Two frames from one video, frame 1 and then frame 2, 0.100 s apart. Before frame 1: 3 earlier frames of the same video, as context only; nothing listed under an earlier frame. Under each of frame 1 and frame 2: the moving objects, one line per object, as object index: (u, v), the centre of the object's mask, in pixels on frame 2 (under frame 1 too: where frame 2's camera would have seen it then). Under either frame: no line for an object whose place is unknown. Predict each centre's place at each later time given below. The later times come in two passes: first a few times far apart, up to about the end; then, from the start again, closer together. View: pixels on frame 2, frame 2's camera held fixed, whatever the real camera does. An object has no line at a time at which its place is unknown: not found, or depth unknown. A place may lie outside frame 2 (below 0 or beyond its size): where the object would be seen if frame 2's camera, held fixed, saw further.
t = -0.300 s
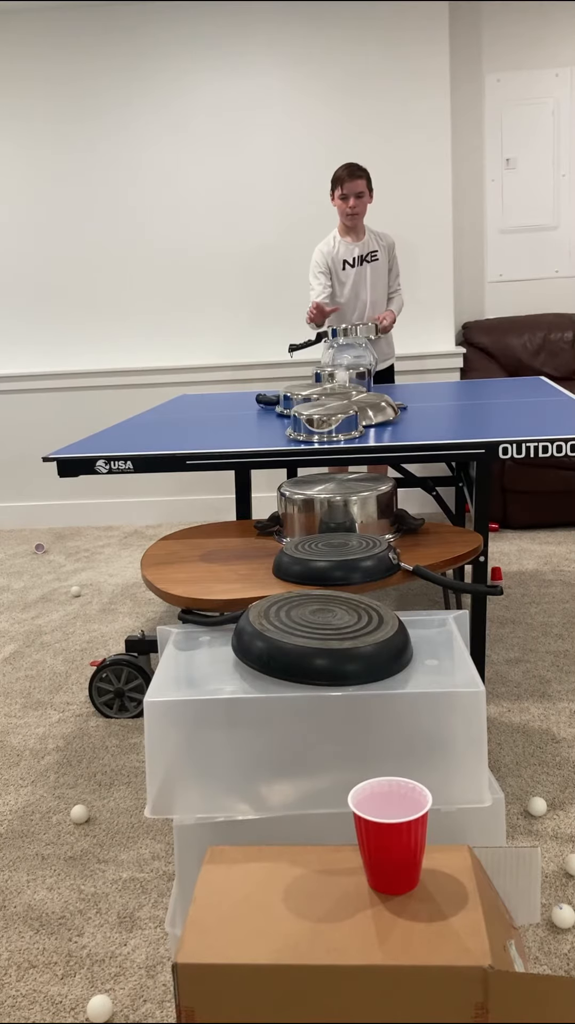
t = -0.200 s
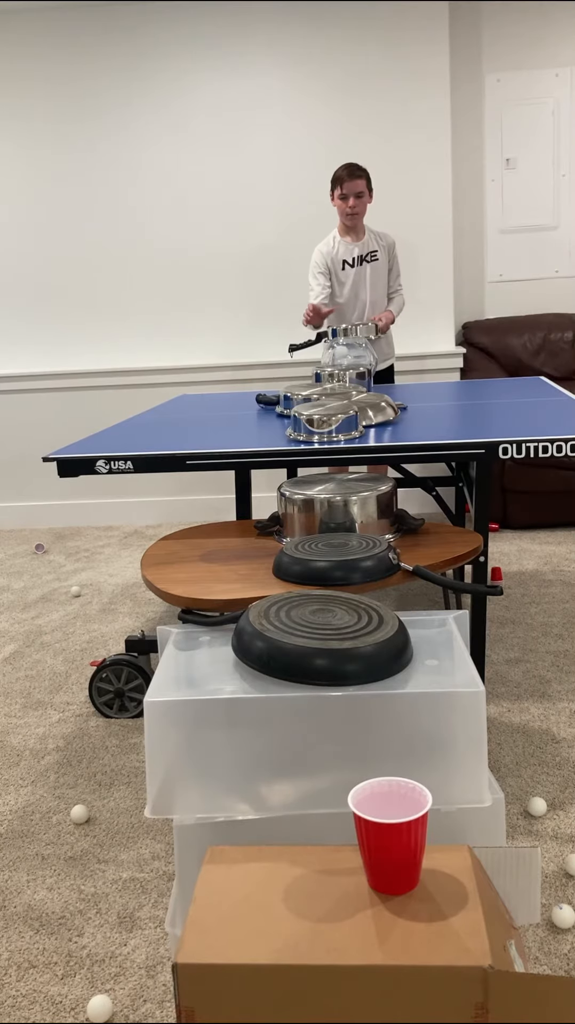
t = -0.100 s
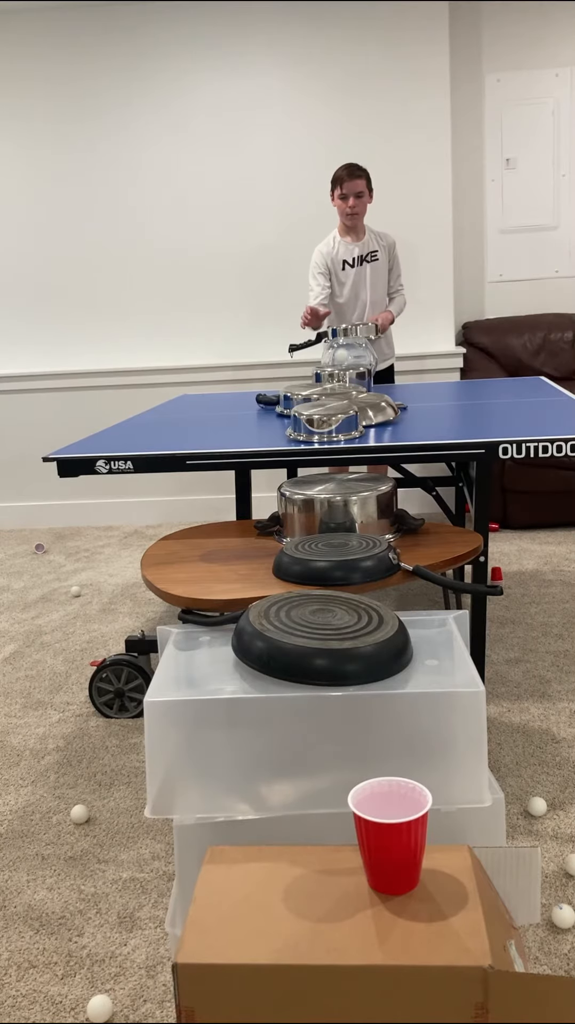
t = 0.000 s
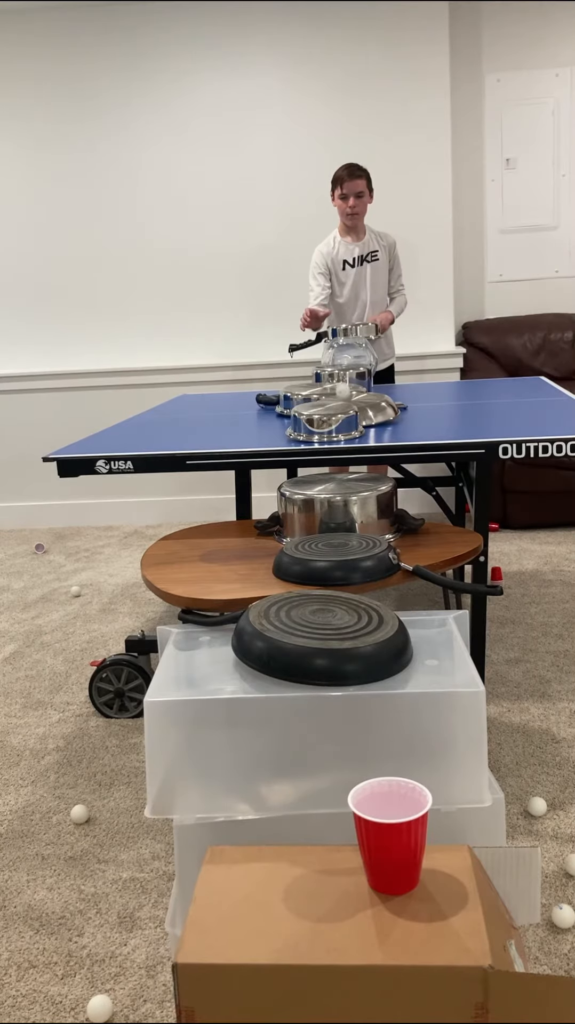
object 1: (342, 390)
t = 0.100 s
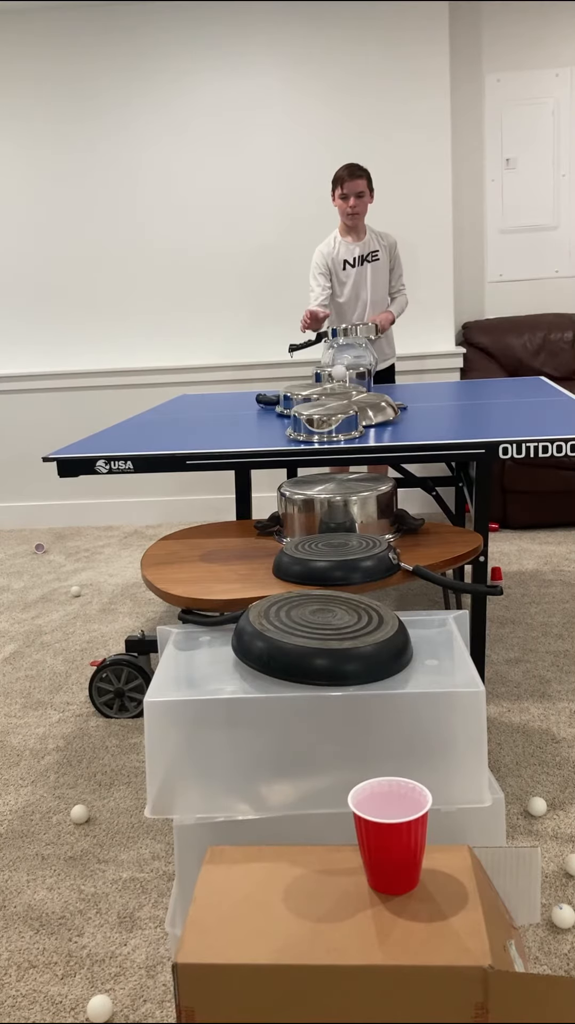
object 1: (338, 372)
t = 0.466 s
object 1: (330, 463)
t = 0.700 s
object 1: (320, 446)
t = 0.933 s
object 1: (308, 484)
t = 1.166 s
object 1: (294, 596)
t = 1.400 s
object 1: (332, 593)
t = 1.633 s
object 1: (384, 811)
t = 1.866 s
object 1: (403, 806)
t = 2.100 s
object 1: (409, 801)
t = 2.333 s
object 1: (409, 797)
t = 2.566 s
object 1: (410, 797)
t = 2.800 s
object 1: (409, 798)
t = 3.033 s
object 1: (409, 798)
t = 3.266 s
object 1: (409, 797)
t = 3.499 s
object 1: (409, 797)
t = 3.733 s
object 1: (409, 797)
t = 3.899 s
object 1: (409, 797)
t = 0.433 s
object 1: (331, 452)
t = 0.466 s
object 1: (330, 463)
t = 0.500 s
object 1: (328, 447)
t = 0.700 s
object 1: (320, 446)
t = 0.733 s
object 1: (320, 464)
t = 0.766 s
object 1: (319, 488)
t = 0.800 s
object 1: (319, 520)
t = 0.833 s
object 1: (318, 529)
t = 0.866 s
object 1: (314, 510)
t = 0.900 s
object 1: (311, 493)
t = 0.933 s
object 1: (308, 484)
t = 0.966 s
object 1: (305, 480)
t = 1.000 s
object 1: (303, 482)
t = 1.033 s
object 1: (300, 490)
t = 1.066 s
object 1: (298, 506)
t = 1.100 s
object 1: (297, 529)
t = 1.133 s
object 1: (295, 559)
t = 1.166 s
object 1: (294, 596)
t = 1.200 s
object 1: (296, 608)
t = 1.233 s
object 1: (300, 588)
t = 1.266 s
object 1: (306, 574)
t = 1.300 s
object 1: (311, 568)
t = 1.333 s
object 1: (318, 569)
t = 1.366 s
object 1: (325, 577)
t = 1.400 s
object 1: (332, 593)
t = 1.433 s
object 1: (341, 619)
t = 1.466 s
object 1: (350, 656)
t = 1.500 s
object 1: (361, 705)
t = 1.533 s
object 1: (371, 760)
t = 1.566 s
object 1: (380, 803)
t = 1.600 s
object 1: (383, 810)
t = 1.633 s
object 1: (384, 811)
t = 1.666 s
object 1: (384, 808)
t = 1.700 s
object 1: (390, 804)
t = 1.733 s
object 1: (398, 803)
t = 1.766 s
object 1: (402, 803)
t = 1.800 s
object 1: (403, 805)
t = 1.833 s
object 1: (404, 806)
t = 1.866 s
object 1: (403, 806)
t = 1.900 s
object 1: (404, 804)
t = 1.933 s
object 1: (406, 801)
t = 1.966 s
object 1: (406, 800)
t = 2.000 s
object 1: (408, 801)
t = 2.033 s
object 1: (409, 801)
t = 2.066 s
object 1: (409, 801)
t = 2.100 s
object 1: (409, 801)
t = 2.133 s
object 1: (409, 800)
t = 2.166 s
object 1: (409, 800)
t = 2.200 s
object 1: (409, 799)
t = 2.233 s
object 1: (409, 797)
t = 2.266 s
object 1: (410, 797)
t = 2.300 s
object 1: (410, 797)
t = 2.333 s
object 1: (409, 797)
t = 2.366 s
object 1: (409, 797)
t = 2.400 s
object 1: (409, 797)
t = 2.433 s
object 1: (409, 797)
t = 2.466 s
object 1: (409, 797)
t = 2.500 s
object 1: (409, 797)
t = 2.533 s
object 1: (409, 797)
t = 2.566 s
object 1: (410, 797)
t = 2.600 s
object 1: (409, 797)
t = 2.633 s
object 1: (409, 797)
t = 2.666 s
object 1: (409, 797)
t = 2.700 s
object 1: (409, 797)
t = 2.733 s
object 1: (409, 797)
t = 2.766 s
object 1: (409, 798)
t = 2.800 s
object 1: (409, 798)
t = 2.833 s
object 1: (409, 797)
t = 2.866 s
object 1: (409, 797)
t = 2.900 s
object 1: (409, 797)
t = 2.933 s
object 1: (409, 797)
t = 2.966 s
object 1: (409, 797)
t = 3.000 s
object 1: (409, 798)
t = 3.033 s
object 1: (409, 798)
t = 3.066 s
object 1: (409, 798)
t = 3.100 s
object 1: (409, 798)
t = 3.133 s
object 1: (409, 798)
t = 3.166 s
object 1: (409, 798)
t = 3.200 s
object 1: (409, 797)
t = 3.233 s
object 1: (409, 797)
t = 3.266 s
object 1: (409, 797)
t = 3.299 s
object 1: (409, 797)
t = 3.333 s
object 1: (409, 797)
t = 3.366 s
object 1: (409, 797)
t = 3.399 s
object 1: (409, 797)
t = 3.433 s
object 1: (409, 797)
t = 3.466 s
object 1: (409, 797)
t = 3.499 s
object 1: (409, 797)
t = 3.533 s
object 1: (409, 797)
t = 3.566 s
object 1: (410, 797)
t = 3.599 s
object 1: (409, 797)
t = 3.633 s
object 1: (409, 797)
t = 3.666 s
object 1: (409, 798)
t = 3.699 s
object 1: (409, 797)
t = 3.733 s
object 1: (409, 797)
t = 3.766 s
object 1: (409, 797)
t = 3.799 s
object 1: (409, 797)
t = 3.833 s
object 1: (409, 797)
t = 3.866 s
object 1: (409, 797)
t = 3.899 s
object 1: (409, 797)
